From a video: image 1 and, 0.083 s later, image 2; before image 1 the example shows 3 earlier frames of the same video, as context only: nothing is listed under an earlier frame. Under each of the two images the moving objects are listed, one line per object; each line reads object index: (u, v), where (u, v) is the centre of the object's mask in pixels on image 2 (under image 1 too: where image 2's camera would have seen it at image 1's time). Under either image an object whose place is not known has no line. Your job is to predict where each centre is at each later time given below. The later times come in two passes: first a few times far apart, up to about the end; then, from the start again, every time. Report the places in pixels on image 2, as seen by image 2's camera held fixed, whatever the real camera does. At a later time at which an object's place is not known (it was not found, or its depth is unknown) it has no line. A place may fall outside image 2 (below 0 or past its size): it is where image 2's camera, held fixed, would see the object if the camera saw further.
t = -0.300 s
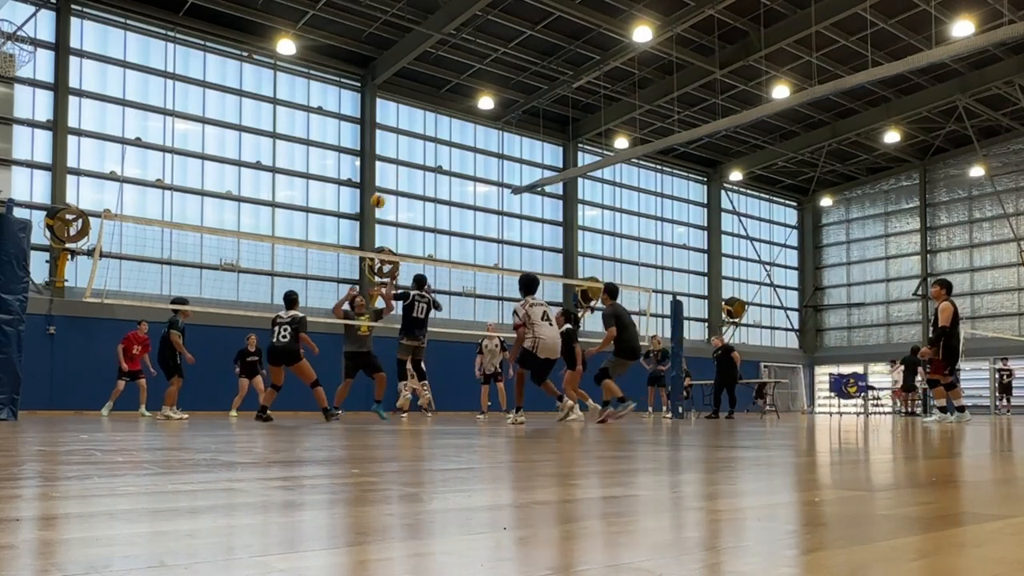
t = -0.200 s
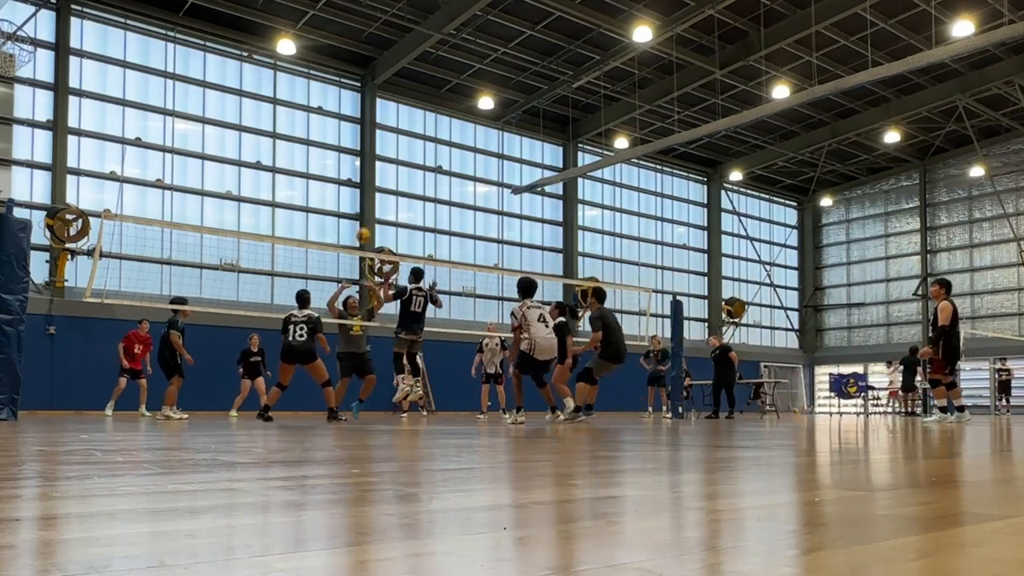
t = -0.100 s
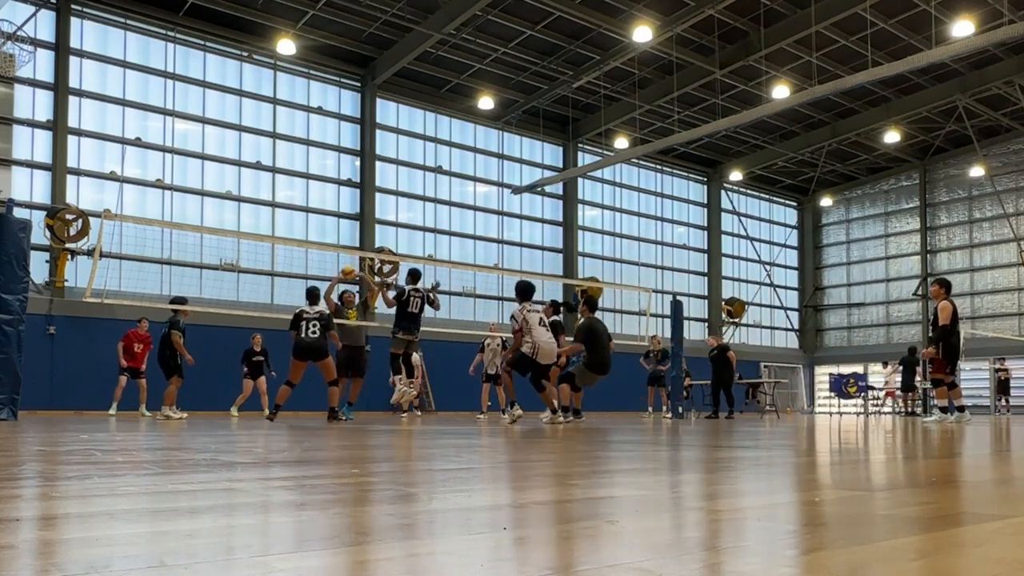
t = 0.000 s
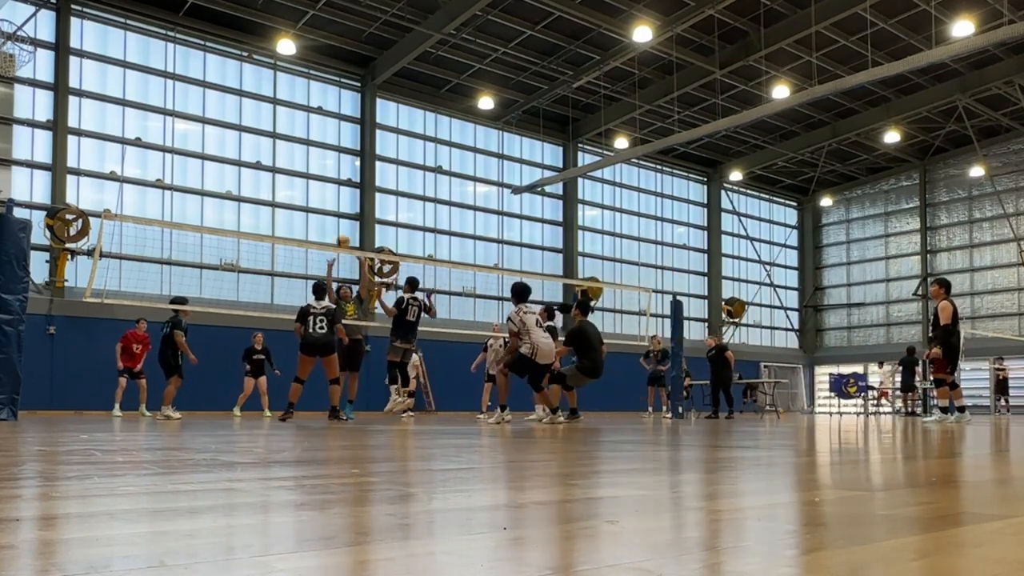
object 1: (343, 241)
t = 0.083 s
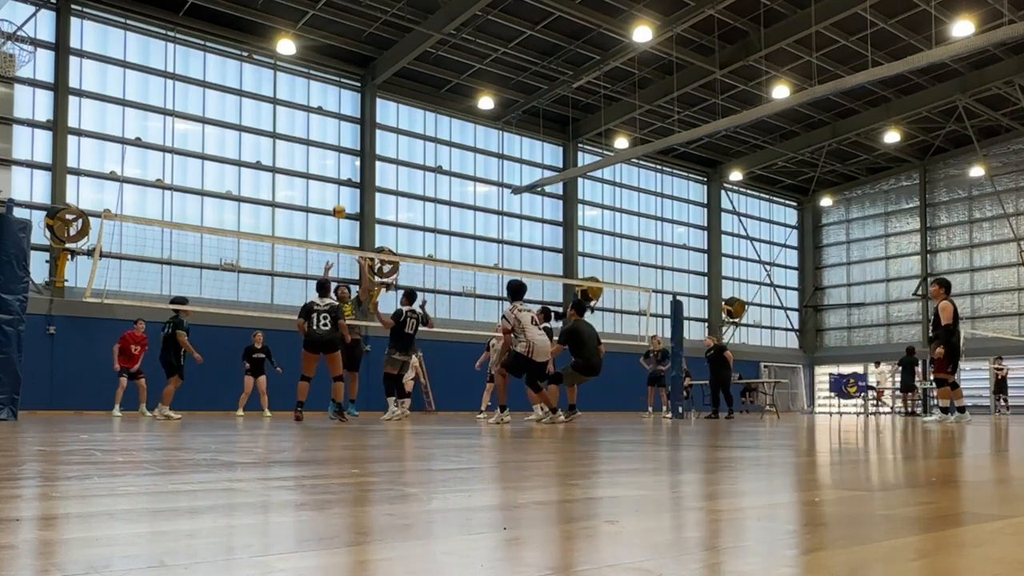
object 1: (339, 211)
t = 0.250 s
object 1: (331, 166)
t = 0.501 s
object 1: (318, 136)
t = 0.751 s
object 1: (306, 145)
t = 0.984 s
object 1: (294, 192)
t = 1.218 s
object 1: (284, 272)
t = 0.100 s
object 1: (338, 206)
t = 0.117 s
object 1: (337, 201)
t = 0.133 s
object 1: (336, 196)
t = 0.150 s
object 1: (335, 191)
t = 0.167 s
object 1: (335, 186)
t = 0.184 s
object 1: (333, 182)
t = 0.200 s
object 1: (333, 178)
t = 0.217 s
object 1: (332, 173)
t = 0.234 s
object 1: (332, 171)
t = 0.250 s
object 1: (331, 166)
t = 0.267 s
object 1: (330, 163)
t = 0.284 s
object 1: (329, 160)
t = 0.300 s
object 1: (328, 156)
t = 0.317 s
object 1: (327, 154)
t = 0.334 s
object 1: (326, 151)
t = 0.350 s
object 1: (325, 149)
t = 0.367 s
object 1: (325, 146)
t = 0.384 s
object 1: (324, 144)
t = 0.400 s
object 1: (323, 142)
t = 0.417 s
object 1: (322, 140)
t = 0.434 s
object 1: (321, 139)
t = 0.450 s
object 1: (321, 138)
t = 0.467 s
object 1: (320, 138)
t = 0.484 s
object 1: (319, 137)
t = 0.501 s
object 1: (318, 136)
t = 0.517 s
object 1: (317, 135)
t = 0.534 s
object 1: (316, 135)
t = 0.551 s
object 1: (315, 135)
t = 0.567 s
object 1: (315, 134)
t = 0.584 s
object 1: (314, 135)
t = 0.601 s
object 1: (313, 135)
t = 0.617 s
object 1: (312, 135)
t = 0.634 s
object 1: (311, 136)
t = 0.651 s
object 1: (310, 137)
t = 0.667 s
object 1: (310, 138)
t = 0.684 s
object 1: (309, 139)
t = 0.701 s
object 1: (308, 140)
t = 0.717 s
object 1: (307, 142)
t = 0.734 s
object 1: (306, 144)
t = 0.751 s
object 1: (306, 145)
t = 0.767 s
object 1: (305, 148)
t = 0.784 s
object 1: (304, 149)
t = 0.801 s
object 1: (303, 153)
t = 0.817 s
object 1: (302, 155)
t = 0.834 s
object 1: (301, 158)
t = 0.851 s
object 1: (300, 161)
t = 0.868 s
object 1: (300, 164)
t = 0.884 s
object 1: (299, 167)
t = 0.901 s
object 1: (298, 171)
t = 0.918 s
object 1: (297, 175)
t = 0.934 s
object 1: (296, 179)
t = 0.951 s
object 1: (296, 184)
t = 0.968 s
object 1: (295, 188)
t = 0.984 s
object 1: (294, 192)
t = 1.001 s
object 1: (293, 197)
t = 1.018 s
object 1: (292, 201)
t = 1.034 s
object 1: (293, 206)
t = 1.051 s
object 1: (291, 211)
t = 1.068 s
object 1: (290, 217)
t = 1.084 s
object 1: (289, 223)
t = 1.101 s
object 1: (288, 228)
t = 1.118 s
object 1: (288, 233)
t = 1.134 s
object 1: (287, 237)
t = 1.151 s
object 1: (286, 248)
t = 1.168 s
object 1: (286, 252)
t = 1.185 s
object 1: (285, 259)
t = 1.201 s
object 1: (284, 265)
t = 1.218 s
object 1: (284, 272)
